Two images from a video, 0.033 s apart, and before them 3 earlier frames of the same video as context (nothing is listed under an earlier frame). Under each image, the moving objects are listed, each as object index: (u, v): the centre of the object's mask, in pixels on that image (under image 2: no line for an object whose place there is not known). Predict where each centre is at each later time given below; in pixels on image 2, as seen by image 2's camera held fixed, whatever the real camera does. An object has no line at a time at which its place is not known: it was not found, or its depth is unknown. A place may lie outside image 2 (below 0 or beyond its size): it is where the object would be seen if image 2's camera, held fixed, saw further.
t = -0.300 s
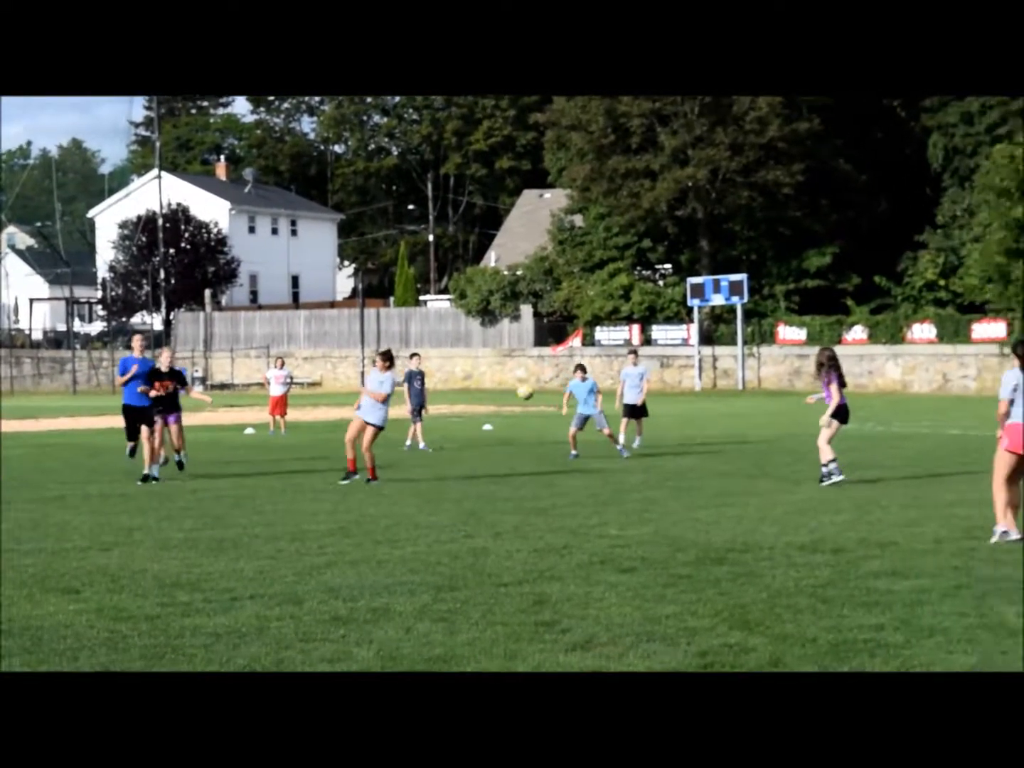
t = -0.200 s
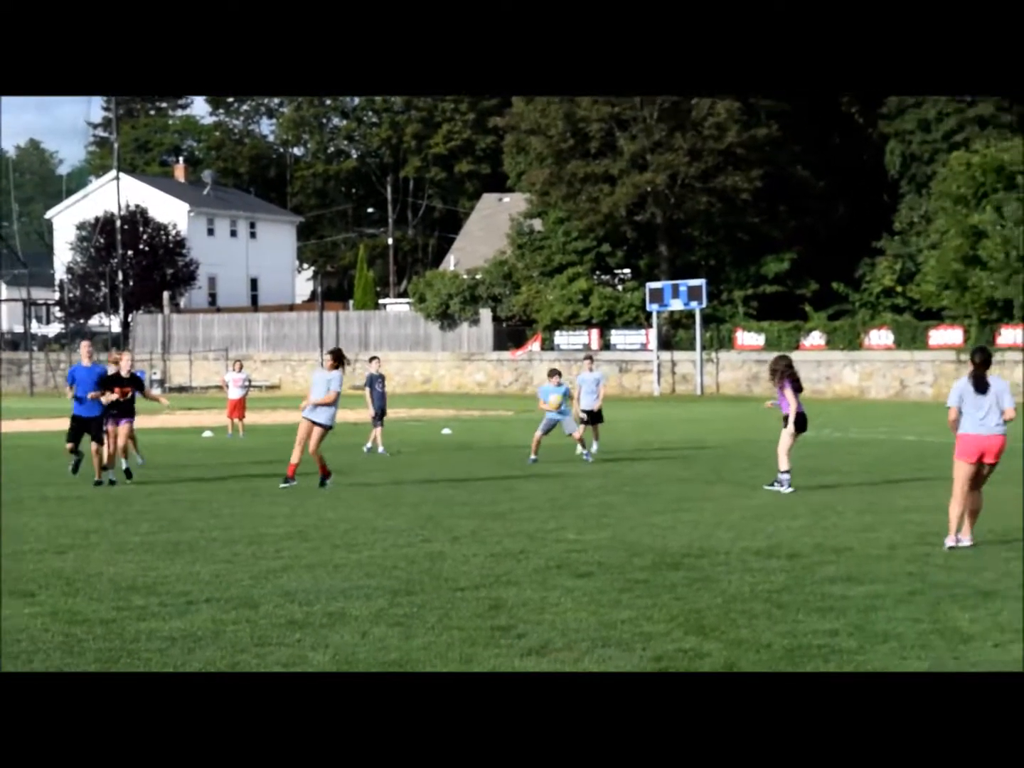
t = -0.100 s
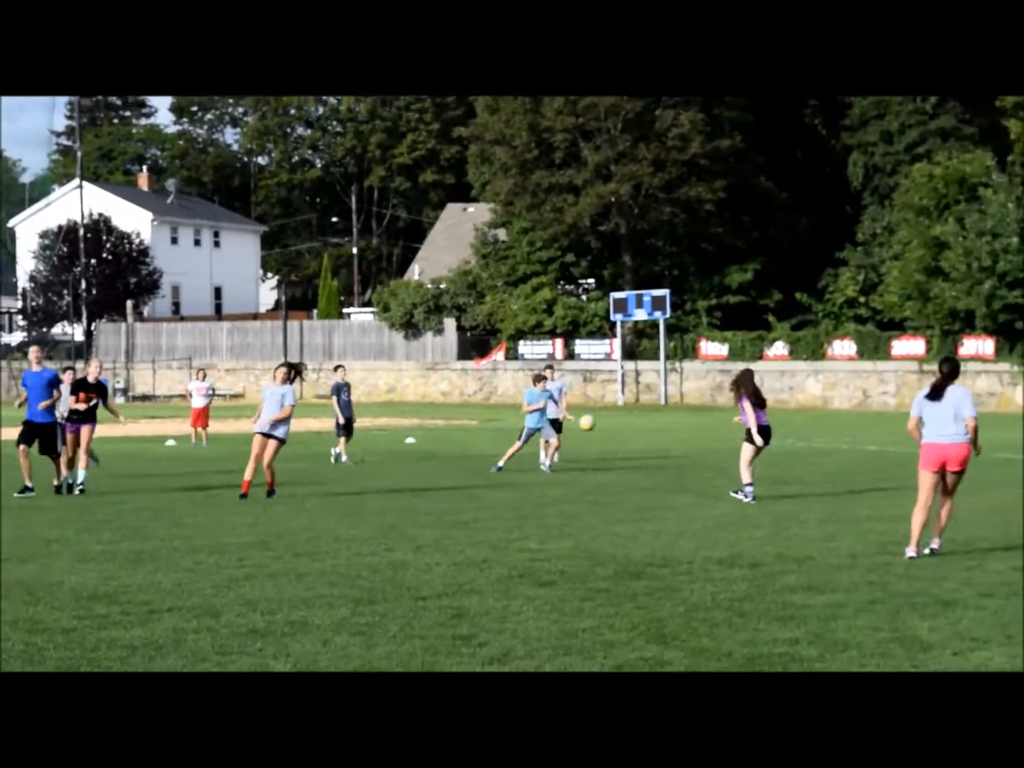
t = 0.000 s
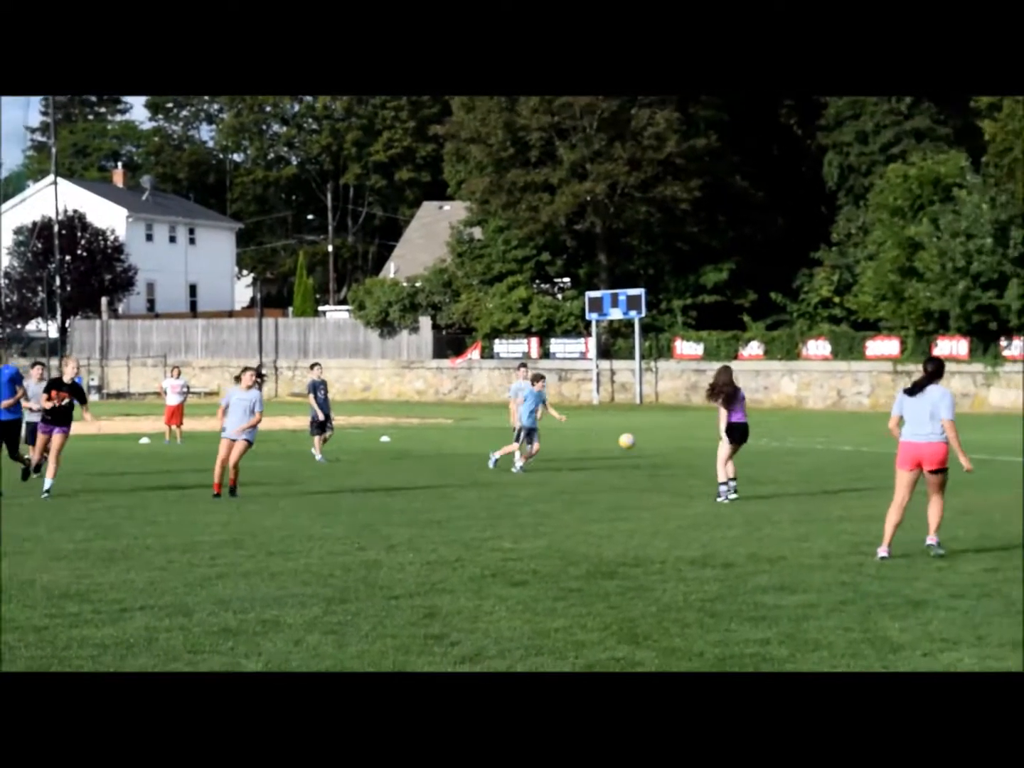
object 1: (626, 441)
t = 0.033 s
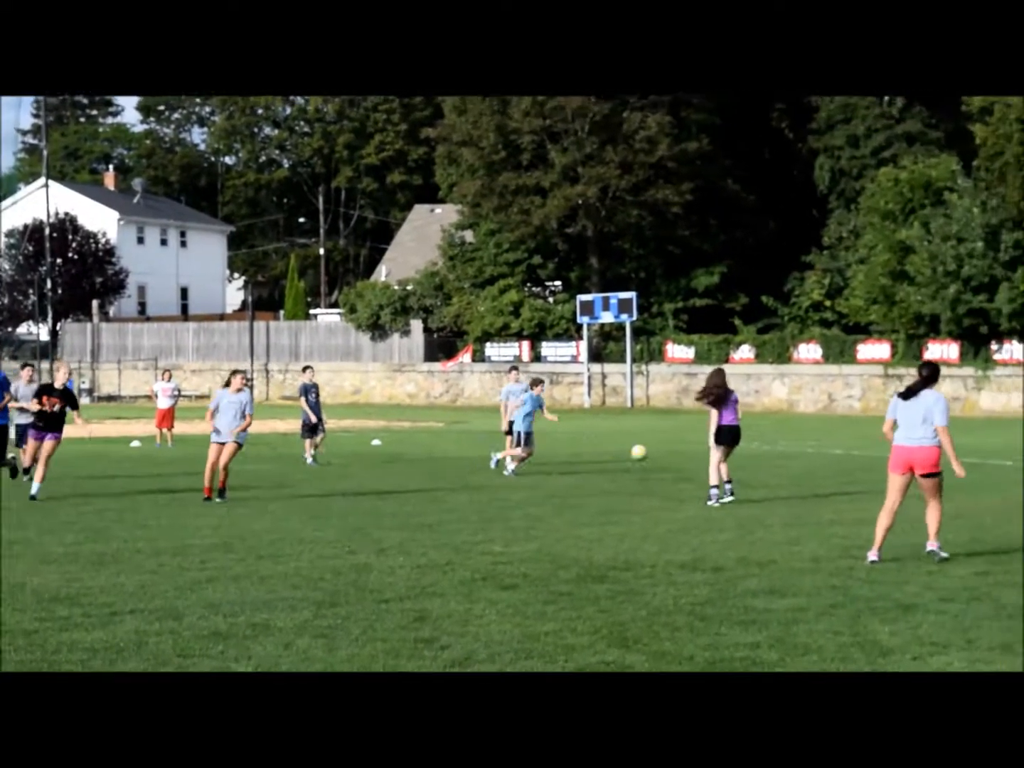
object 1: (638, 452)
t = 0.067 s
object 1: (658, 462)
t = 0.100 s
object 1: (679, 472)
